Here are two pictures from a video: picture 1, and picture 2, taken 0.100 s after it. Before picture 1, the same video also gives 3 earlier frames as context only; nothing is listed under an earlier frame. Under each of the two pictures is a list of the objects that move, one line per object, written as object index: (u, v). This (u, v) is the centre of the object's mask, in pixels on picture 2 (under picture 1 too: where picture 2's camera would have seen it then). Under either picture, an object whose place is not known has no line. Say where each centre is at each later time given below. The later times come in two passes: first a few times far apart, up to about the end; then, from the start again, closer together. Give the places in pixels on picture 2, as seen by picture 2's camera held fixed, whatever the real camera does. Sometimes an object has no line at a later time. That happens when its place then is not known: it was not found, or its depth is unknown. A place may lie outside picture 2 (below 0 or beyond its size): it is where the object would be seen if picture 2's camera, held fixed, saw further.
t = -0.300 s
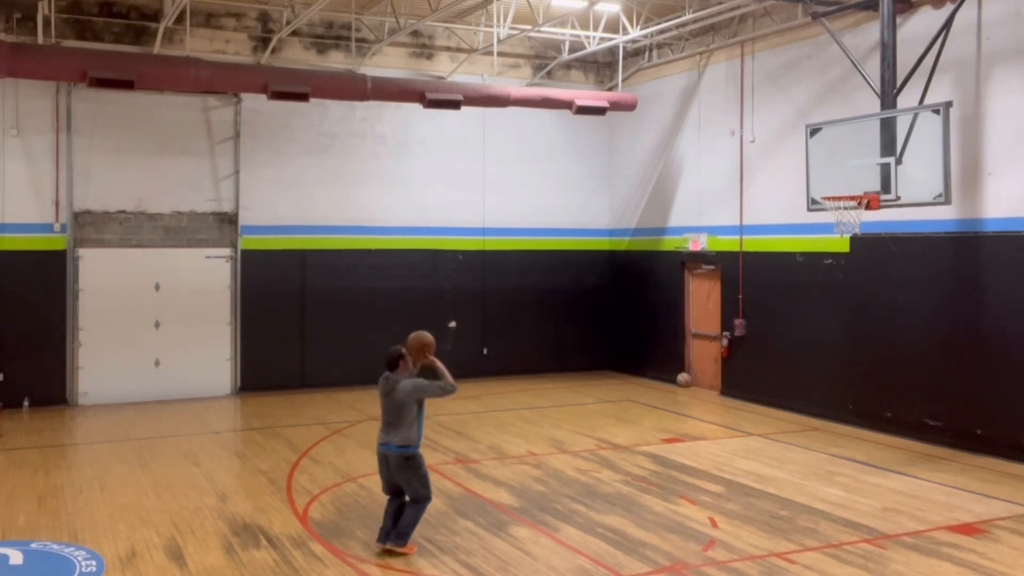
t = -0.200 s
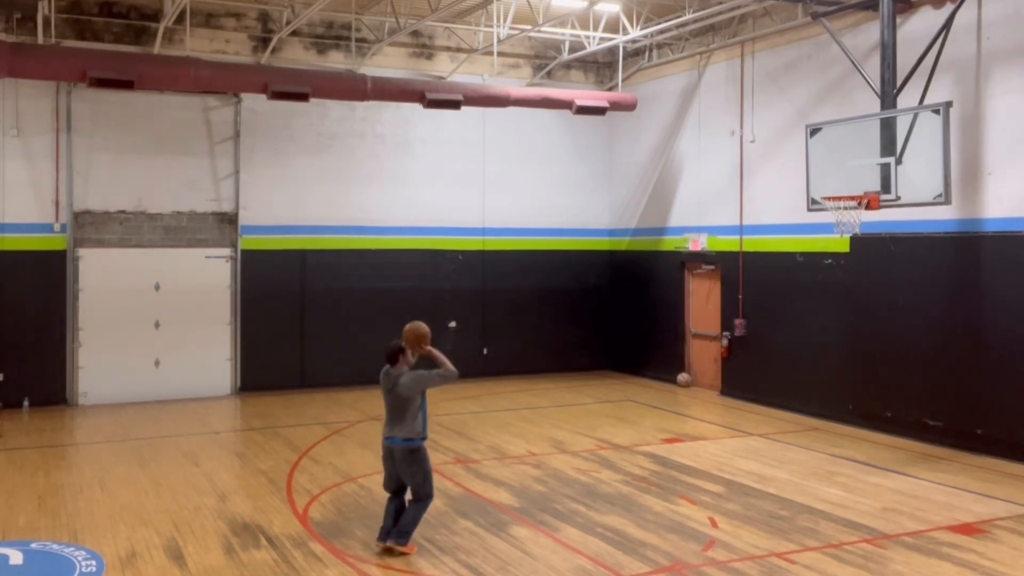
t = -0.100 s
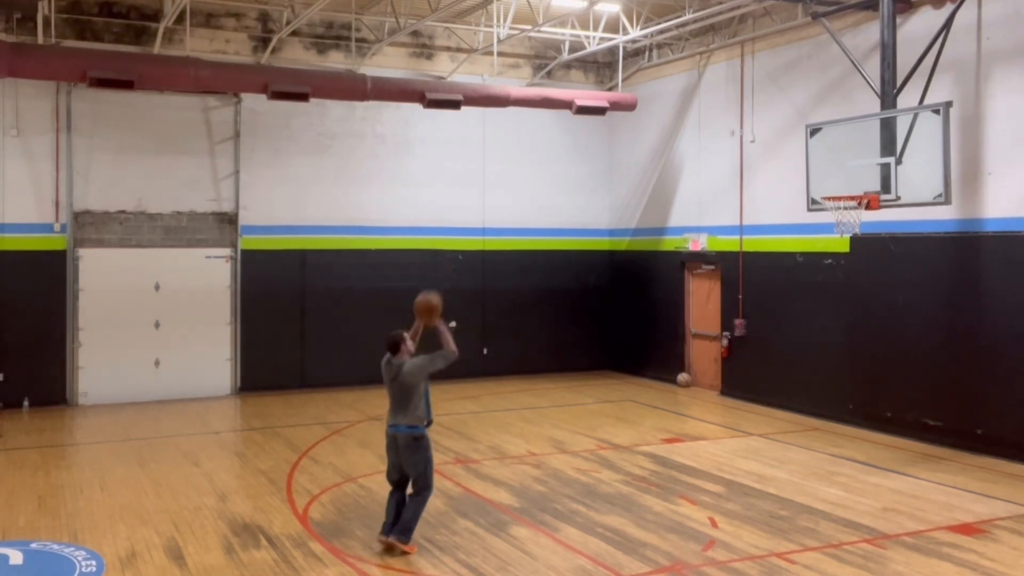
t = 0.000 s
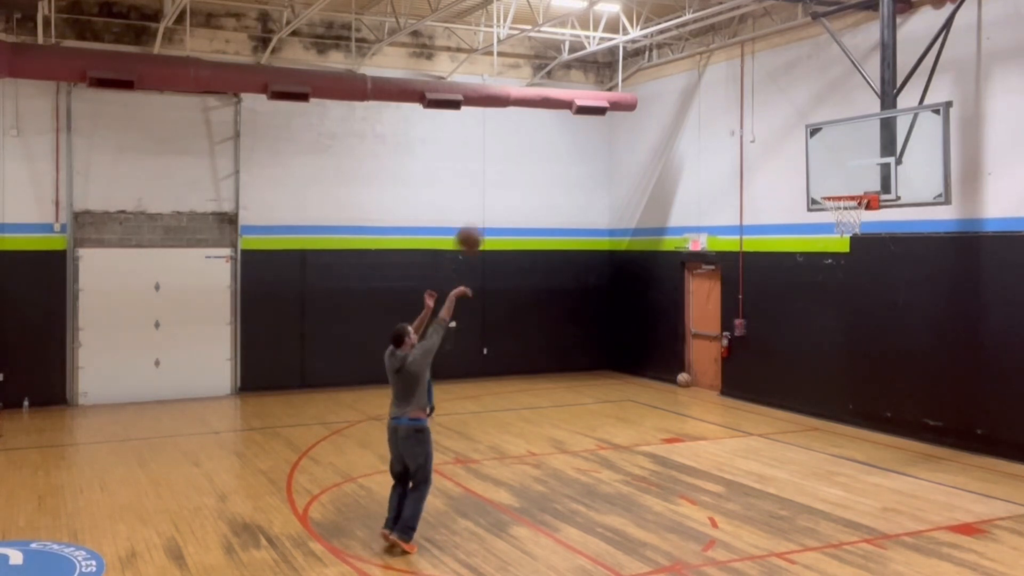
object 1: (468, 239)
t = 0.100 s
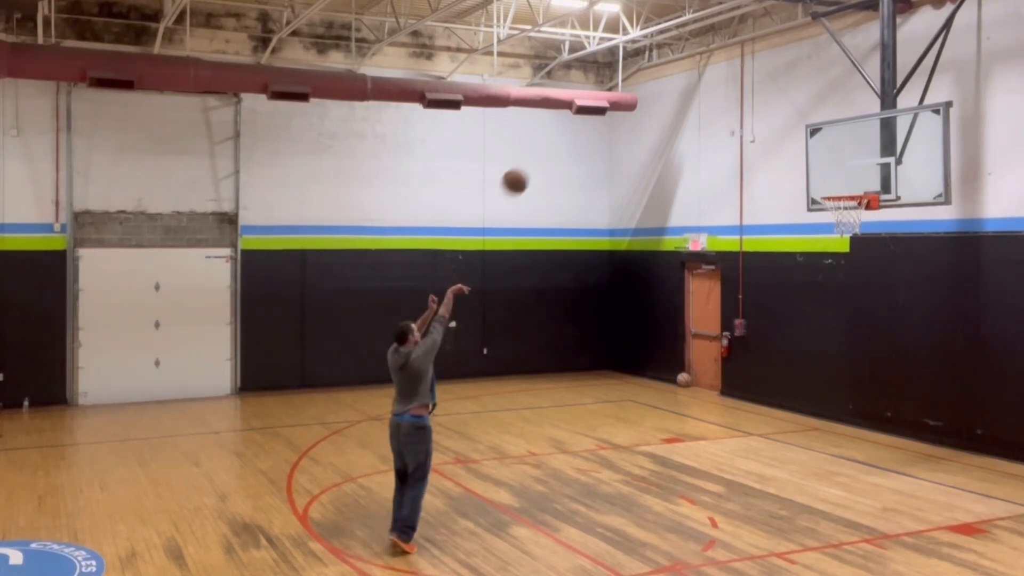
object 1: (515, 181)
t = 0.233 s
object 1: (572, 126)
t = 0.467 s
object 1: (661, 80)
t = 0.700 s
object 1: (739, 90)
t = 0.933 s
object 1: (807, 146)
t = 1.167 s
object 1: (858, 223)
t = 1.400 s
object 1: (868, 288)
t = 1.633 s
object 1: (881, 410)
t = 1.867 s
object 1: (886, 438)
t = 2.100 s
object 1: (880, 372)
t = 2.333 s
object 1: (874, 360)
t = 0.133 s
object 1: (530, 165)
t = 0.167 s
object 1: (544, 151)
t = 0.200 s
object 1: (558, 138)
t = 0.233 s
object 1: (572, 126)
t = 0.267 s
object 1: (585, 117)
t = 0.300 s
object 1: (599, 108)
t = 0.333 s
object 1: (612, 99)
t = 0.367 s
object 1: (625, 93)
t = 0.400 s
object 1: (637, 87)
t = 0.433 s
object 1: (649, 84)
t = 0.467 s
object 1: (661, 80)
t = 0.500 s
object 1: (673, 79)
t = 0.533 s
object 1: (685, 78)
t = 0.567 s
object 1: (696, 78)
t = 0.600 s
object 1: (707, 80)
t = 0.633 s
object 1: (718, 82)
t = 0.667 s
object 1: (728, 86)
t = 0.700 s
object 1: (739, 90)
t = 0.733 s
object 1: (750, 96)
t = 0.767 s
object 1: (760, 102)
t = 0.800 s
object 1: (769, 109)
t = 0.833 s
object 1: (779, 117)
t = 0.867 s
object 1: (789, 126)
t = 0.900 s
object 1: (797, 135)
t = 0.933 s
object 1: (807, 146)
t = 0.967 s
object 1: (817, 157)
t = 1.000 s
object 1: (826, 169)
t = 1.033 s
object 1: (834, 182)
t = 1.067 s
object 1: (843, 192)
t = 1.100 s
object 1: (848, 205)
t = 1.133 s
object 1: (854, 217)
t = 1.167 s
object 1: (858, 223)
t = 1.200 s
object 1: (859, 229)
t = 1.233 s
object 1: (860, 237)
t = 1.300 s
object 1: (863, 253)
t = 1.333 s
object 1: (865, 263)
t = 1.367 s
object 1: (867, 275)
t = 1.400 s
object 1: (868, 288)
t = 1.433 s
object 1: (870, 302)
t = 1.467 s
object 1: (872, 317)
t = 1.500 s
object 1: (874, 333)
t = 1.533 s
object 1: (875, 350)
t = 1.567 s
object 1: (877, 369)
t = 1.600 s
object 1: (879, 389)
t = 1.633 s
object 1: (881, 410)
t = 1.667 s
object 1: (884, 430)
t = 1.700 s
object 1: (886, 457)
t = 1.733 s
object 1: (888, 481)
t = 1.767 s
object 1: (889, 482)
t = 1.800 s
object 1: (888, 467)
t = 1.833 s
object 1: (887, 453)
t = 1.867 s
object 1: (886, 438)
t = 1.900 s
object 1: (885, 425)
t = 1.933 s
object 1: (884, 414)
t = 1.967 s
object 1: (884, 404)
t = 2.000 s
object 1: (882, 395)
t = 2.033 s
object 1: (882, 386)
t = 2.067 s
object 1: (881, 378)
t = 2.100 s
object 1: (880, 372)
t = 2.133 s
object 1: (879, 367)
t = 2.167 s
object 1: (878, 363)
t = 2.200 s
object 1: (877, 360)
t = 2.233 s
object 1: (876, 358)
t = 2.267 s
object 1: (875, 358)
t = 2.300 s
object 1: (875, 358)
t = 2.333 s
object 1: (874, 360)
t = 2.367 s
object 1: (873, 363)
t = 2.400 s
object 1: (872, 367)
